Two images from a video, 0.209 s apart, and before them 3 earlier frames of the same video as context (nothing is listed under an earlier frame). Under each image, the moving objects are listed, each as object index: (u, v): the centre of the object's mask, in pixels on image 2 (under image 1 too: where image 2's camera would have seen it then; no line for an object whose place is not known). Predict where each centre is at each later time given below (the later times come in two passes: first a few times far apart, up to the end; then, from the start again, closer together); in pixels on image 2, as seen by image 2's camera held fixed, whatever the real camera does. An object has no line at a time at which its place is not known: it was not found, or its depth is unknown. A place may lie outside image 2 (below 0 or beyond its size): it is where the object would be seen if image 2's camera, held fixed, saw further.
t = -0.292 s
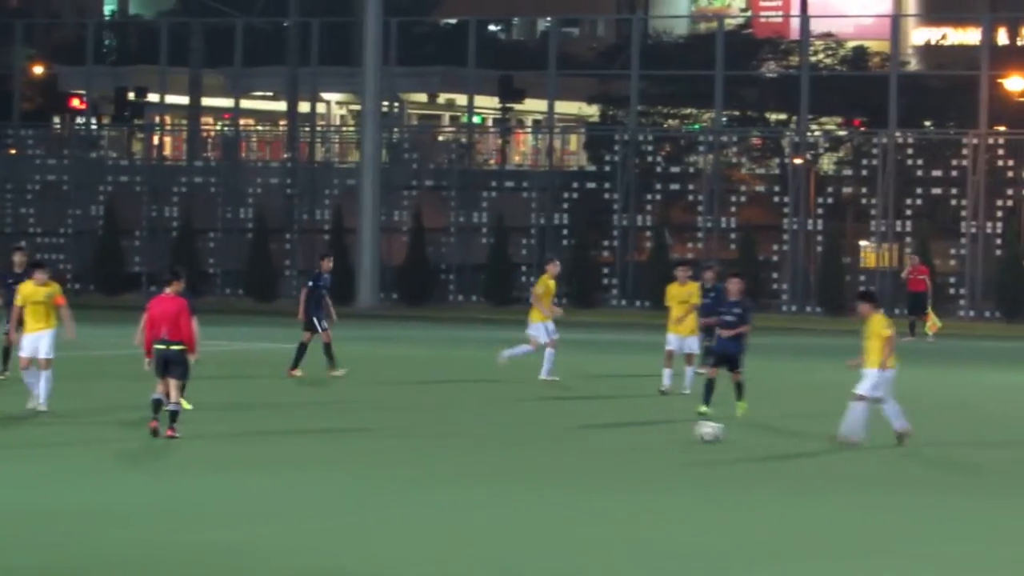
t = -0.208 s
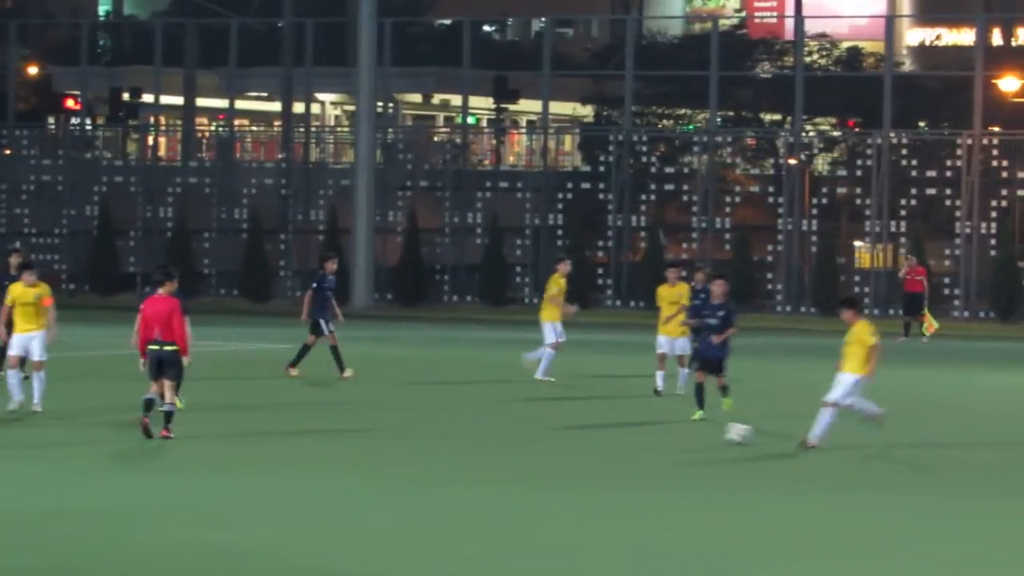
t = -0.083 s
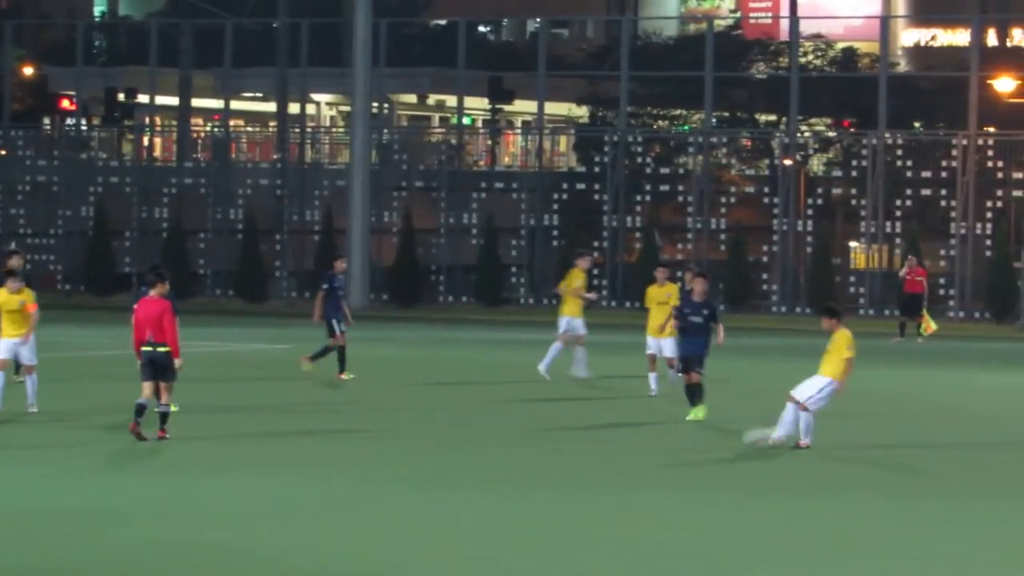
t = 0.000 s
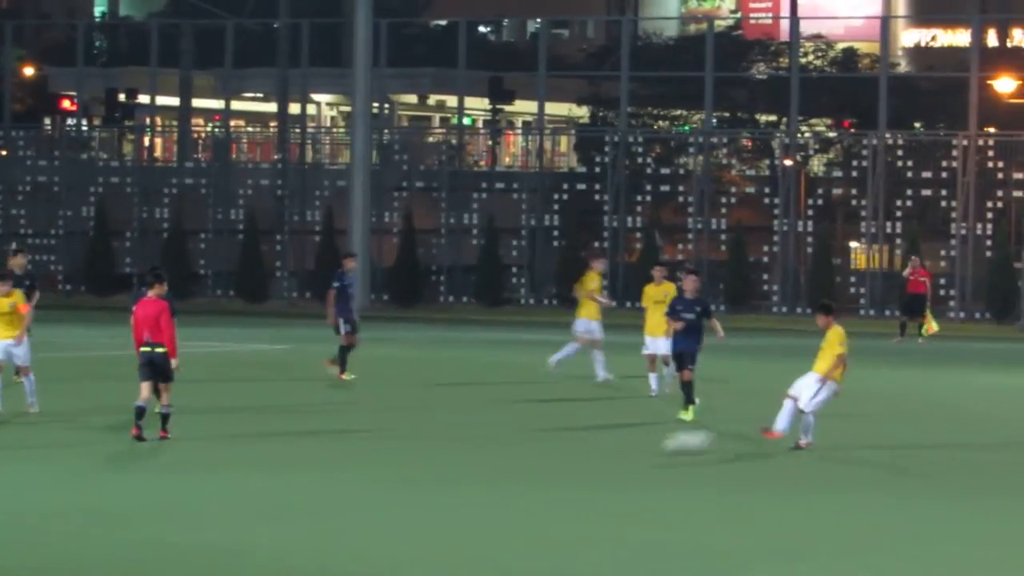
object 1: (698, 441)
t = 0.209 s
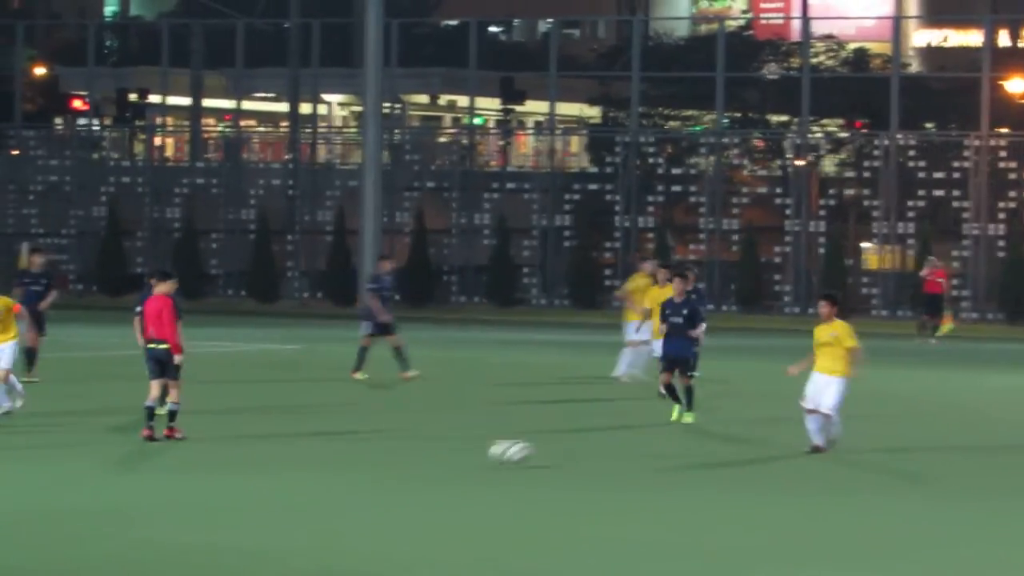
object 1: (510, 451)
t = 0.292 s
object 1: (453, 459)
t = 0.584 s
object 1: (223, 478)
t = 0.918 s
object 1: (-6, 507)
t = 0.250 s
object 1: (474, 454)
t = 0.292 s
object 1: (453, 459)
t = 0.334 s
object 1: (420, 461)
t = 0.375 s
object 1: (386, 462)
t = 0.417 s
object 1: (350, 465)
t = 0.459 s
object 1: (317, 470)
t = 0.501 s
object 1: (285, 473)
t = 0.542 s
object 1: (254, 474)
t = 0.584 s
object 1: (223, 478)
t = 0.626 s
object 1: (192, 483)
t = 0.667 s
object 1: (162, 486)
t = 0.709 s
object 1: (133, 485)
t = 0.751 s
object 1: (104, 486)
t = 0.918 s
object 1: (-6, 507)
